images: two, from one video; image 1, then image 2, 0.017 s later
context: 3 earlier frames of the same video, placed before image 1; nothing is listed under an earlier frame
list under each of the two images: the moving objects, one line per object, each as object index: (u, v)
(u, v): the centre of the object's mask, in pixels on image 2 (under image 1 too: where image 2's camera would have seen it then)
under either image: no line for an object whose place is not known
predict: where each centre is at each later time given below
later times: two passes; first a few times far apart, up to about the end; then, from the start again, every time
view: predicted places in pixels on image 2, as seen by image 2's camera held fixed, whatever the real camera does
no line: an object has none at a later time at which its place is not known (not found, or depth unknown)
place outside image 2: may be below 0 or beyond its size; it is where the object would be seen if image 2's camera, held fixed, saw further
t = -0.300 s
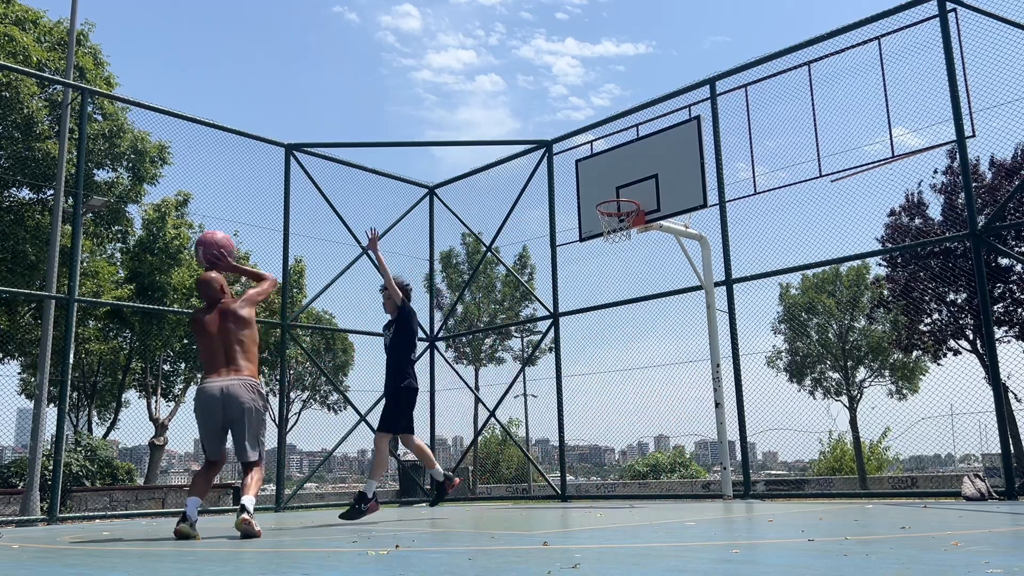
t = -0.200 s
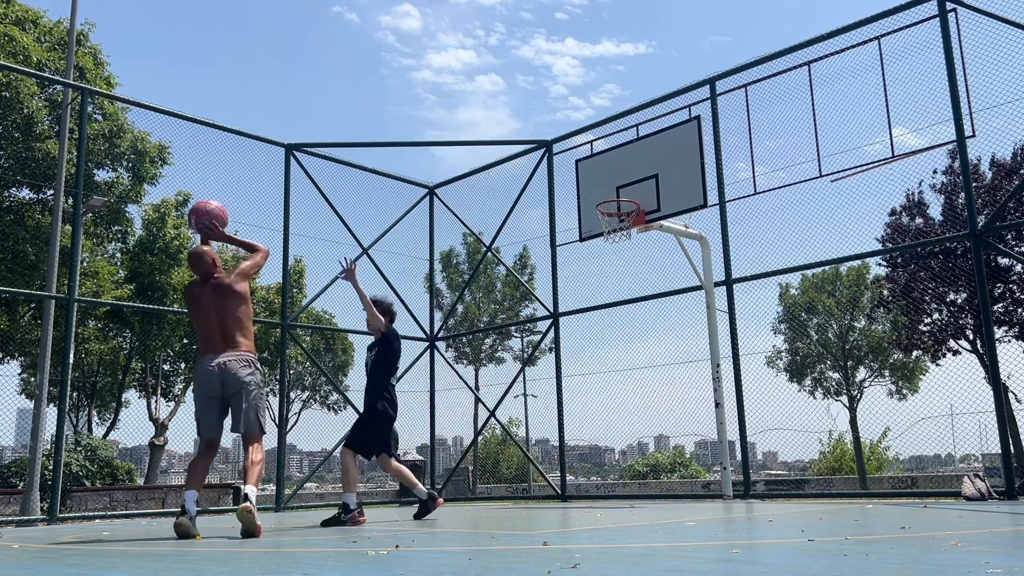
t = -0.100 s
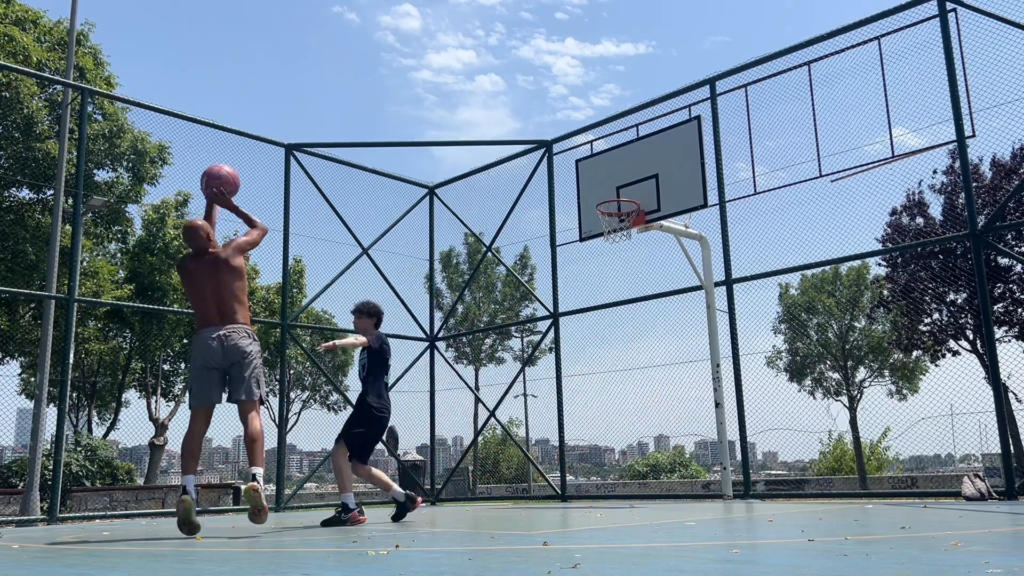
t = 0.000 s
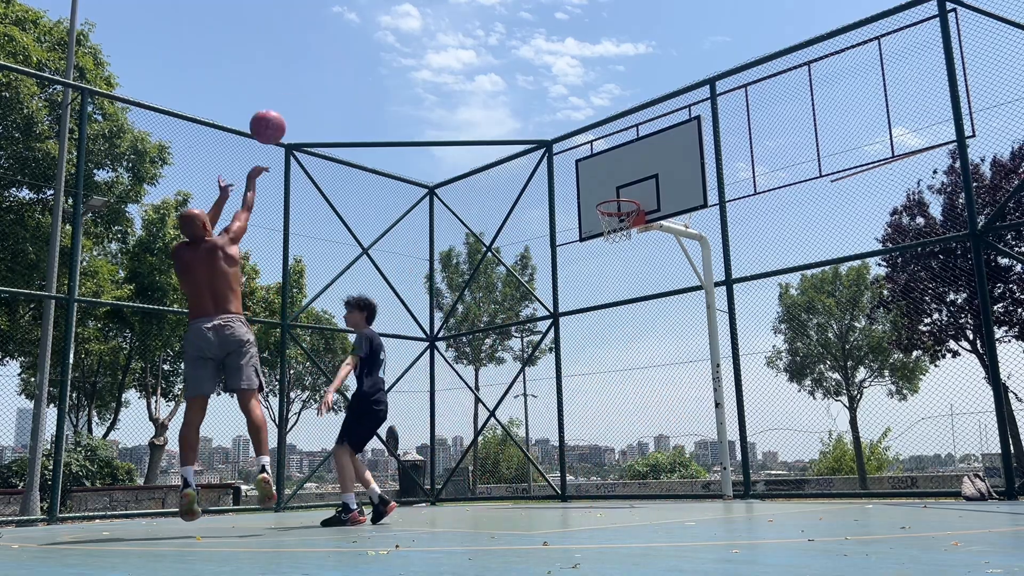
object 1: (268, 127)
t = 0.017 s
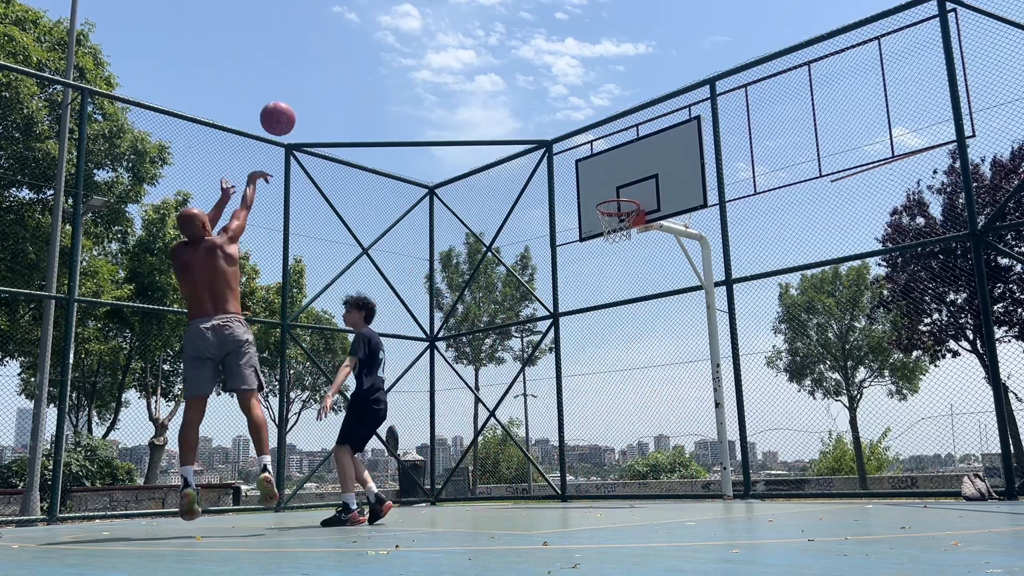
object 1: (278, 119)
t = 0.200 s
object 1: (374, 59)
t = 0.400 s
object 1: (457, 47)
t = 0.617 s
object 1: (531, 76)
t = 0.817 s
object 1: (590, 134)
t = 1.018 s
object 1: (630, 191)
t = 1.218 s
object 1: (601, 184)
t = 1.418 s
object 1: (560, 200)
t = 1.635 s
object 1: (514, 254)
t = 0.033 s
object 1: (287, 111)
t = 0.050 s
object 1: (297, 103)
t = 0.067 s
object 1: (306, 97)
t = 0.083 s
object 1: (316, 90)
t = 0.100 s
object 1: (324, 85)
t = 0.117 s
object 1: (333, 79)
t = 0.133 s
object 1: (342, 75)
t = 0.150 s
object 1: (350, 70)
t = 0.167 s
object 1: (359, 66)
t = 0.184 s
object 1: (366, 63)
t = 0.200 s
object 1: (374, 59)
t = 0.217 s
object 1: (382, 57)
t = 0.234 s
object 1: (389, 54)
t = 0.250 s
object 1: (397, 52)
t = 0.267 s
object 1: (404, 50)
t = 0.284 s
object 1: (411, 49)
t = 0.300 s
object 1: (418, 47)
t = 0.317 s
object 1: (425, 46)
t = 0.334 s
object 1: (432, 46)
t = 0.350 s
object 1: (438, 46)
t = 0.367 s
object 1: (445, 46)
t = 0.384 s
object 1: (451, 46)
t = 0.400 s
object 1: (457, 47)
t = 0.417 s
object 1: (463, 48)
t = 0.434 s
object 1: (469, 49)
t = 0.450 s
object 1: (475, 50)
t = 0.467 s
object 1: (481, 52)
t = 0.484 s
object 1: (487, 54)
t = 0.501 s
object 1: (492, 56)
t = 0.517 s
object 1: (498, 58)
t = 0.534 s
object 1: (504, 60)
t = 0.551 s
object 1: (509, 63)
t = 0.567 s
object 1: (515, 66)
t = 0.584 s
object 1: (520, 69)
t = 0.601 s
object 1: (525, 73)
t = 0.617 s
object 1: (531, 76)
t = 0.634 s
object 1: (536, 80)
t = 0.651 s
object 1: (541, 84)
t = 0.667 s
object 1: (546, 88)
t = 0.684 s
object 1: (551, 92)
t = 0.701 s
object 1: (556, 97)
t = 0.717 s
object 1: (561, 102)
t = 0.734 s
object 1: (566, 106)
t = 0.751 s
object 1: (570, 112)
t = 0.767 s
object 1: (575, 117)
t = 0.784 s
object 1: (580, 122)
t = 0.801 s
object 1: (585, 128)
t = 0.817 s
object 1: (590, 134)
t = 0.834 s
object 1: (594, 140)
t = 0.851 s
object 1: (599, 146)
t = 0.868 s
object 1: (603, 153)
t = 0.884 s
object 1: (608, 159)
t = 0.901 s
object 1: (612, 165)
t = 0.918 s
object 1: (617, 172)
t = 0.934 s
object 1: (621, 179)
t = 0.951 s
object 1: (626, 186)
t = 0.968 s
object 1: (630, 193)
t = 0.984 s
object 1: (631, 193)
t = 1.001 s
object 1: (631, 192)
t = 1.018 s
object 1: (630, 191)
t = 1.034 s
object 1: (630, 190)
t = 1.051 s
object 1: (629, 190)
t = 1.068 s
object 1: (629, 190)
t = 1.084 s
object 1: (629, 190)
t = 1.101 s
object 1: (627, 189)
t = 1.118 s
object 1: (623, 188)
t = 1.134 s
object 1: (619, 187)
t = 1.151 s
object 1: (615, 186)
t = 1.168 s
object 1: (612, 185)
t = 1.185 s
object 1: (608, 184)
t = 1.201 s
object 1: (604, 184)
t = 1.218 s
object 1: (601, 184)
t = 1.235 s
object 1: (597, 184)
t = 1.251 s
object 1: (594, 184)
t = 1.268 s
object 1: (590, 185)
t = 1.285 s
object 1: (587, 185)
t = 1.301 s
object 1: (583, 186)
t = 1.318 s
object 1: (579, 188)
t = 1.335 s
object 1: (576, 189)
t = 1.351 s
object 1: (572, 191)
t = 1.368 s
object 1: (569, 193)
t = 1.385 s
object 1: (566, 195)
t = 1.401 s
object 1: (563, 197)
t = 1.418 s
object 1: (560, 200)
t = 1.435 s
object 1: (555, 203)
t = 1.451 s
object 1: (552, 206)
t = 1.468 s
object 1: (548, 209)
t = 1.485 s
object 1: (545, 212)
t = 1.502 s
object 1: (541, 216)
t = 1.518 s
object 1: (538, 220)
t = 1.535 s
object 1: (534, 224)
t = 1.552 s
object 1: (531, 229)
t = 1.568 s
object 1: (528, 233)
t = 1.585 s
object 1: (524, 238)
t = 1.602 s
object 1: (521, 244)
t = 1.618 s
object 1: (518, 249)
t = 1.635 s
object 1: (514, 254)
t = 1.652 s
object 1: (511, 260)
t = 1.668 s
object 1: (508, 266)
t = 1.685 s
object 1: (504, 272)
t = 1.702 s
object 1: (501, 279)
